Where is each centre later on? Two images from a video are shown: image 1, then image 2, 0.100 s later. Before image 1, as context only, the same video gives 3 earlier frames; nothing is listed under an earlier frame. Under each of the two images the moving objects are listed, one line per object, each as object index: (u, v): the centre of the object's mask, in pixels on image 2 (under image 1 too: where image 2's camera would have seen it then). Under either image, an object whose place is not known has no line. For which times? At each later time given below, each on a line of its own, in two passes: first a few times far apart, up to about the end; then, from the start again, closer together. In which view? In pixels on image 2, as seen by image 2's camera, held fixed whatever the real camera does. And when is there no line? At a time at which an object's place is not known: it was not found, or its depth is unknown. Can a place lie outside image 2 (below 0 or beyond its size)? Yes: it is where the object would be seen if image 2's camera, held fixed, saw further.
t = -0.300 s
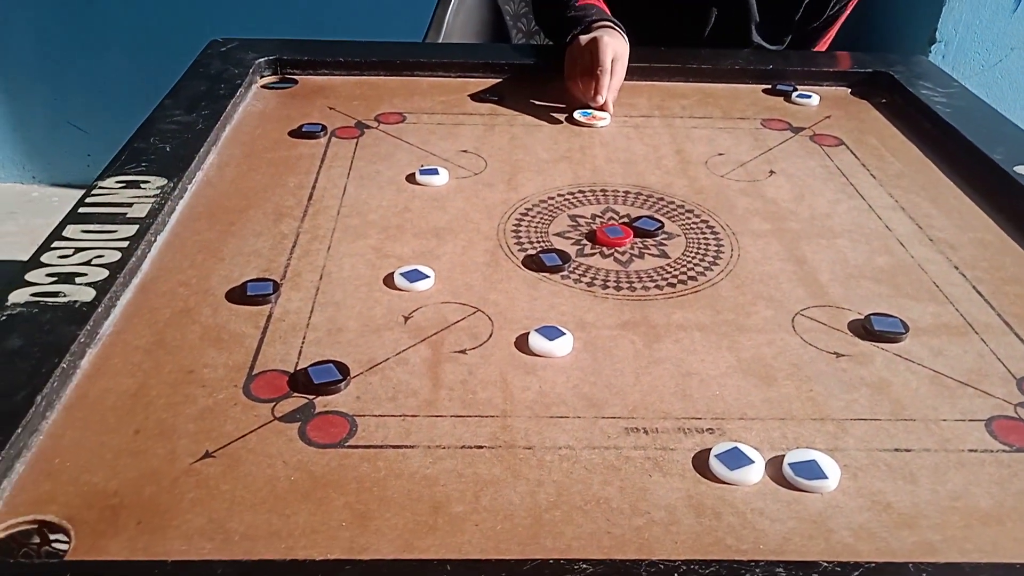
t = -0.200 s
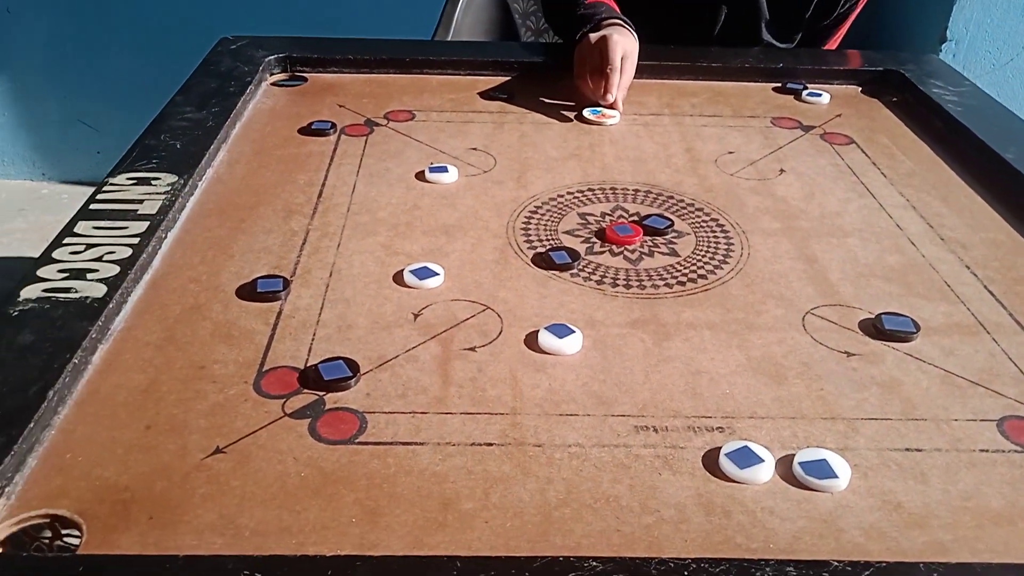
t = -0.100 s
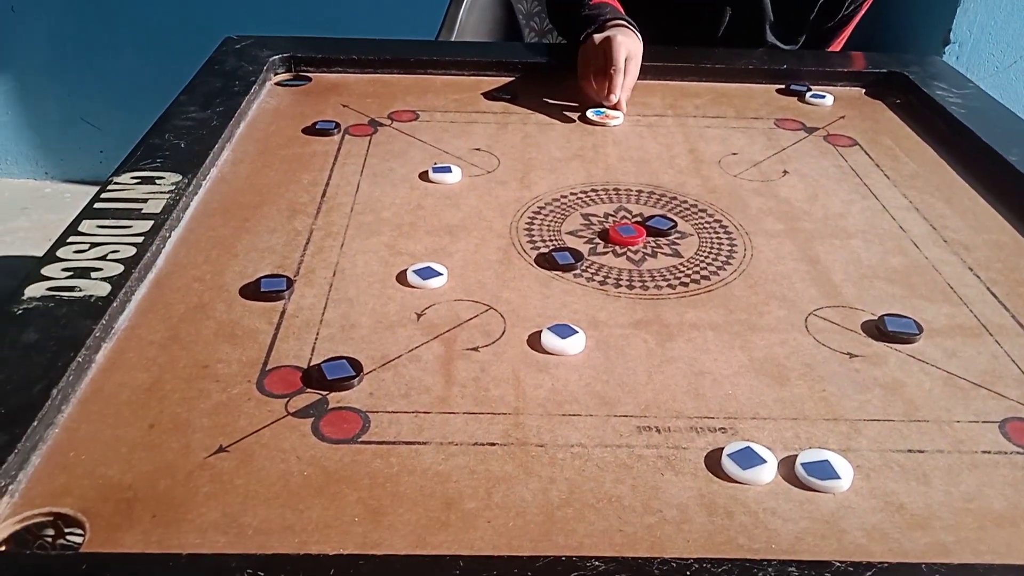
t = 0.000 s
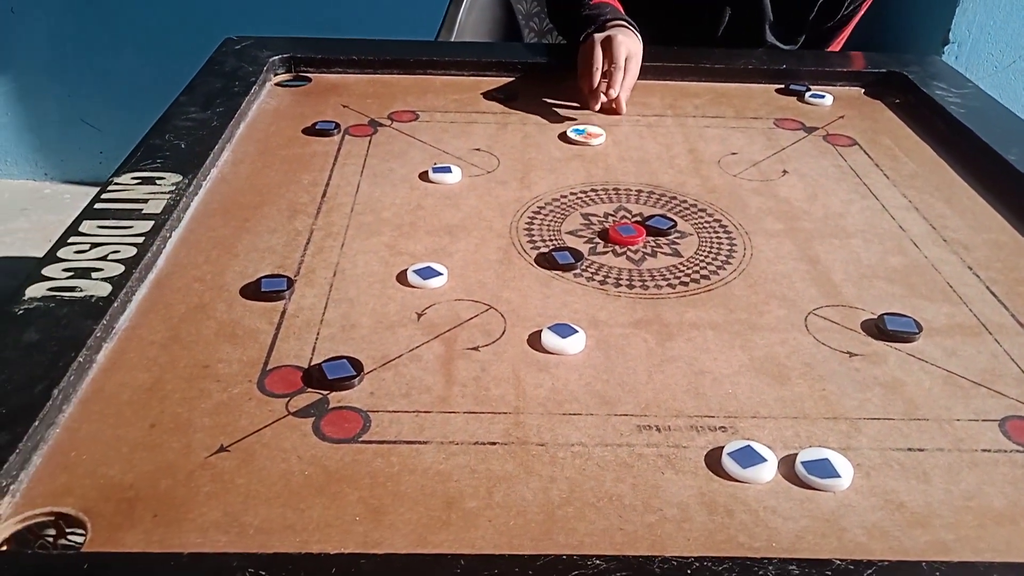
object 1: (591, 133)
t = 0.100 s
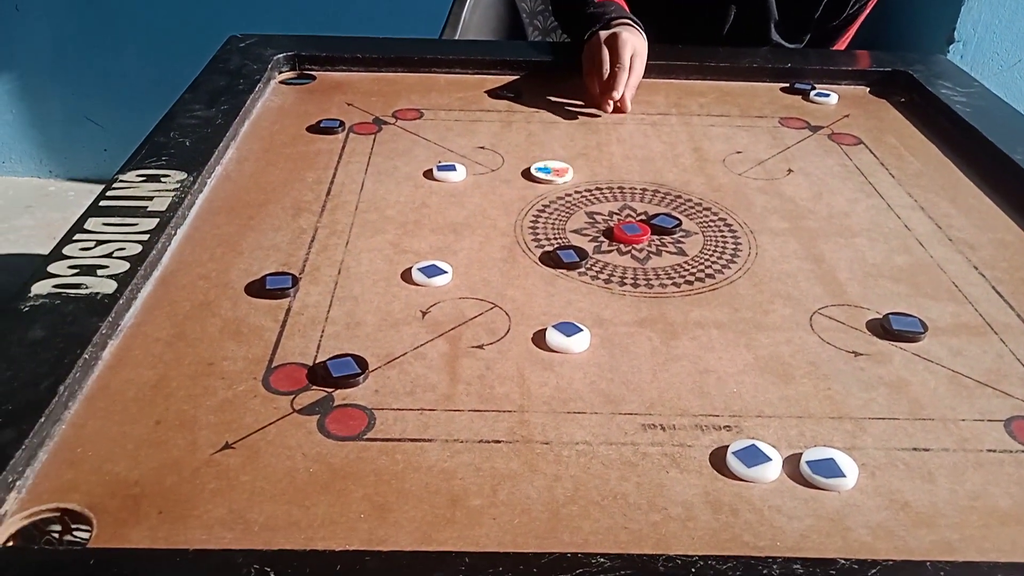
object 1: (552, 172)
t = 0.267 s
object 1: (473, 249)
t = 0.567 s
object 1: (460, 305)
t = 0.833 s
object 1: (461, 327)
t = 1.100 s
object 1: (462, 327)
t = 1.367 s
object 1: (463, 327)
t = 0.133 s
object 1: (537, 186)
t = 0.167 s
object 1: (522, 201)
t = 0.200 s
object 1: (506, 216)
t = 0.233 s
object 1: (490, 232)
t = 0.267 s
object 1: (473, 249)
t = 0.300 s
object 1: (464, 260)
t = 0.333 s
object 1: (463, 267)
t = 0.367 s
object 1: (463, 273)
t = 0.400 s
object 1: (462, 279)
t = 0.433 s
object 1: (462, 285)
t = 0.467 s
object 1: (461, 291)
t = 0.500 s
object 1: (461, 296)
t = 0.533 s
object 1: (460, 301)
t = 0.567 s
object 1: (460, 305)
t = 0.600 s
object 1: (460, 309)
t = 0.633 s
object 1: (460, 313)
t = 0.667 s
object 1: (460, 316)
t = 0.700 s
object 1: (460, 319)
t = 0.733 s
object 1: (460, 322)
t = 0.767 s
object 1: (461, 324)
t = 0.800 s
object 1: (461, 326)
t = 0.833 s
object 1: (461, 327)
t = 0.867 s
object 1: (461, 327)
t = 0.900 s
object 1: (462, 327)
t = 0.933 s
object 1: (462, 327)
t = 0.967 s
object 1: (462, 327)
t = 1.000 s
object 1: (462, 327)
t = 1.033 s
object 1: (462, 327)
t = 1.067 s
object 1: (462, 327)
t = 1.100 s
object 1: (462, 327)
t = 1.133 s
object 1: (462, 327)
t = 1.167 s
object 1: (462, 327)
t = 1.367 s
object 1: (463, 327)
